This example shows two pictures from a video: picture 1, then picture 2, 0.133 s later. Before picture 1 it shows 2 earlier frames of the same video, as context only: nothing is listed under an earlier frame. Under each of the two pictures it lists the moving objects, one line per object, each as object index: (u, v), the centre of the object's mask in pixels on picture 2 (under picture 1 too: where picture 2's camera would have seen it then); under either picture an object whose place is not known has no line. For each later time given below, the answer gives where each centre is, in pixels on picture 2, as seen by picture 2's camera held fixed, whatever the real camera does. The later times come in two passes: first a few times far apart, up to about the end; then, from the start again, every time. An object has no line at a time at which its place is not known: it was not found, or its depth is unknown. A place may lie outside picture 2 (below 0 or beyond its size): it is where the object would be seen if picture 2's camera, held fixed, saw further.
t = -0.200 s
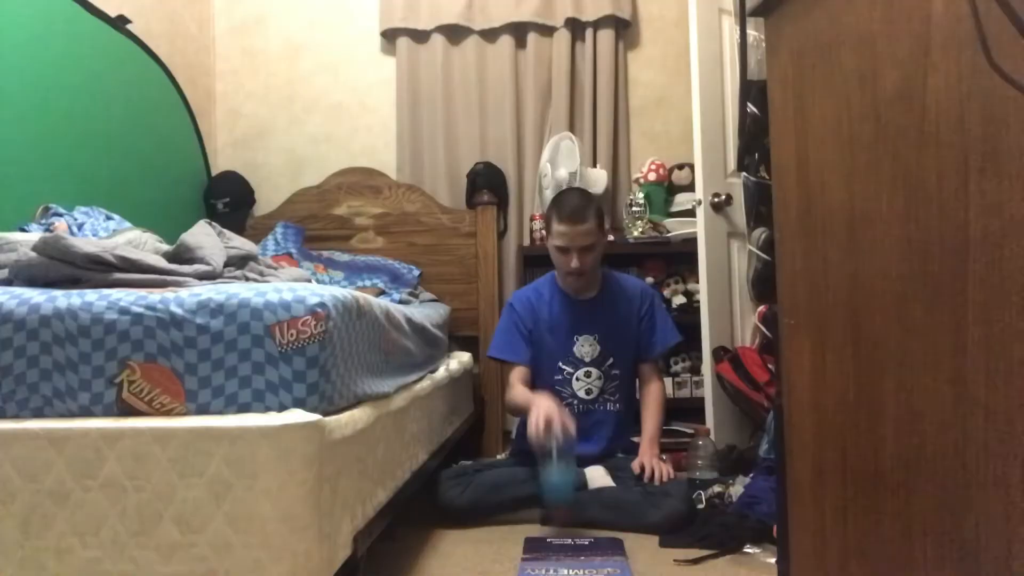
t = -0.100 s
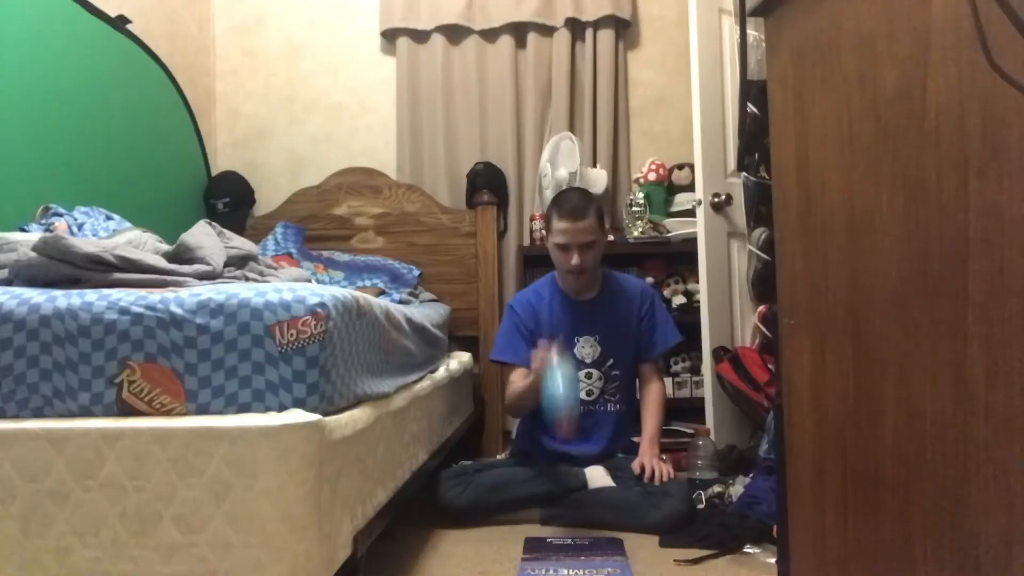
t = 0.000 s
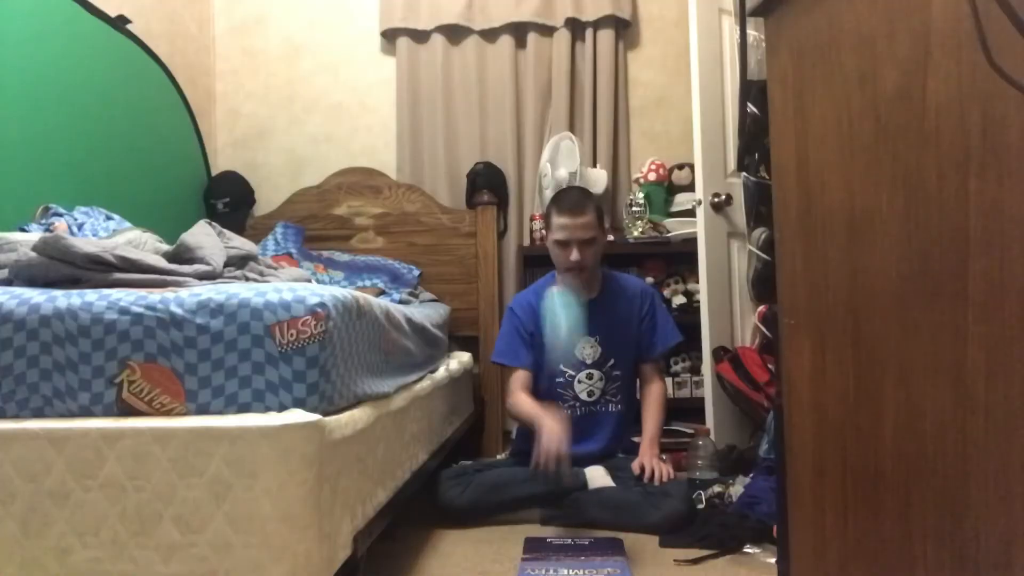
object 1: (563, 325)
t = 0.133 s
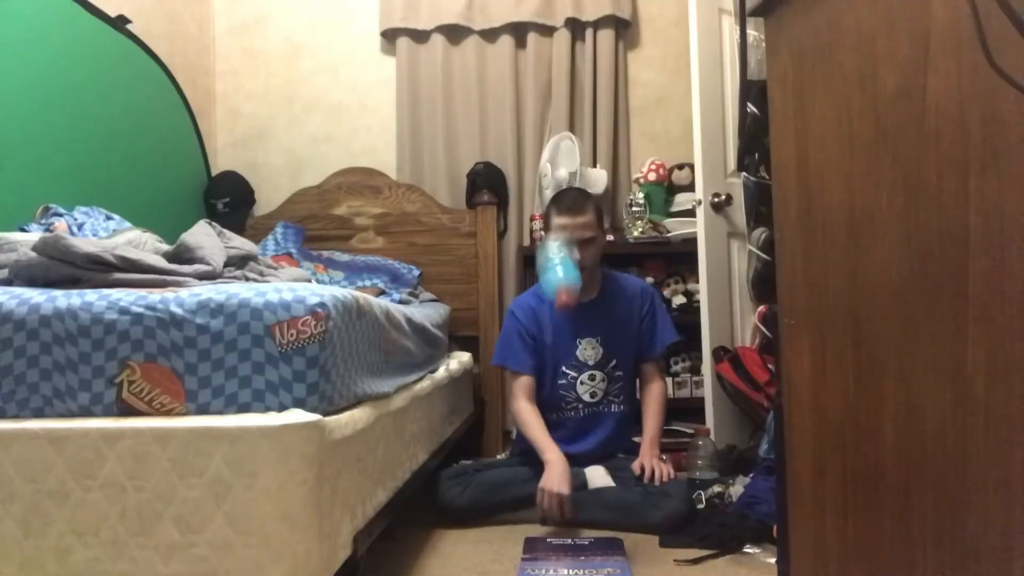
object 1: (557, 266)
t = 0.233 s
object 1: (561, 318)
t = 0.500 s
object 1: (570, 501)
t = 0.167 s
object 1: (559, 287)
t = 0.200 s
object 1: (561, 307)
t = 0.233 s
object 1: (561, 318)
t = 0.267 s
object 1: (563, 336)
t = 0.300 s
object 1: (565, 357)
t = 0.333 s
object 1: (566, 381)
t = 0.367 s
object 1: (569, 409)
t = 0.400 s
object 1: (568, 436)
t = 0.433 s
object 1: (569, 495)
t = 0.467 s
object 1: (570, 501)
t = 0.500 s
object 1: (570, 501)
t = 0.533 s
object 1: (569, 499)
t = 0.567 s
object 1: (569, 498)
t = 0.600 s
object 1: (569, 499)
